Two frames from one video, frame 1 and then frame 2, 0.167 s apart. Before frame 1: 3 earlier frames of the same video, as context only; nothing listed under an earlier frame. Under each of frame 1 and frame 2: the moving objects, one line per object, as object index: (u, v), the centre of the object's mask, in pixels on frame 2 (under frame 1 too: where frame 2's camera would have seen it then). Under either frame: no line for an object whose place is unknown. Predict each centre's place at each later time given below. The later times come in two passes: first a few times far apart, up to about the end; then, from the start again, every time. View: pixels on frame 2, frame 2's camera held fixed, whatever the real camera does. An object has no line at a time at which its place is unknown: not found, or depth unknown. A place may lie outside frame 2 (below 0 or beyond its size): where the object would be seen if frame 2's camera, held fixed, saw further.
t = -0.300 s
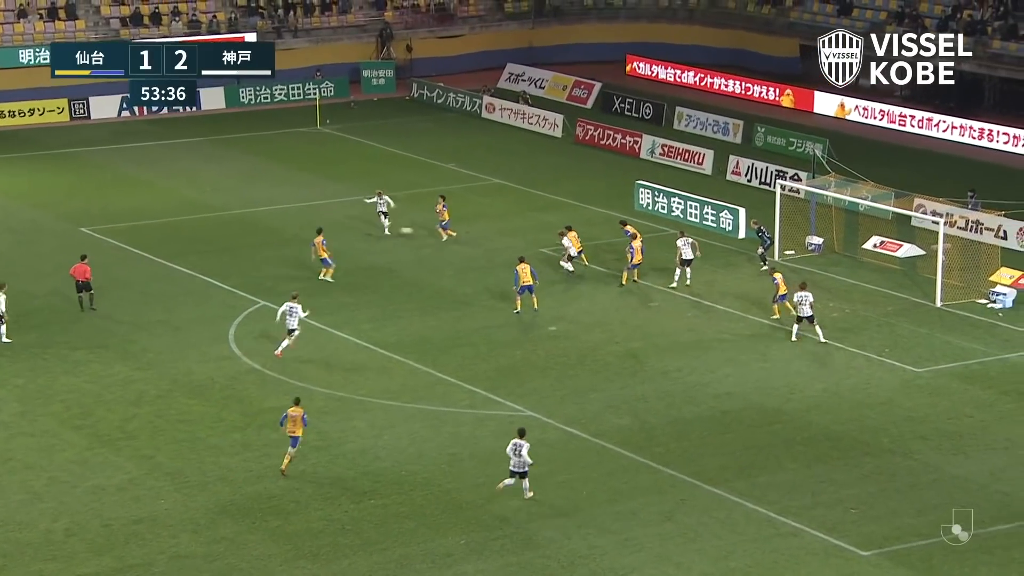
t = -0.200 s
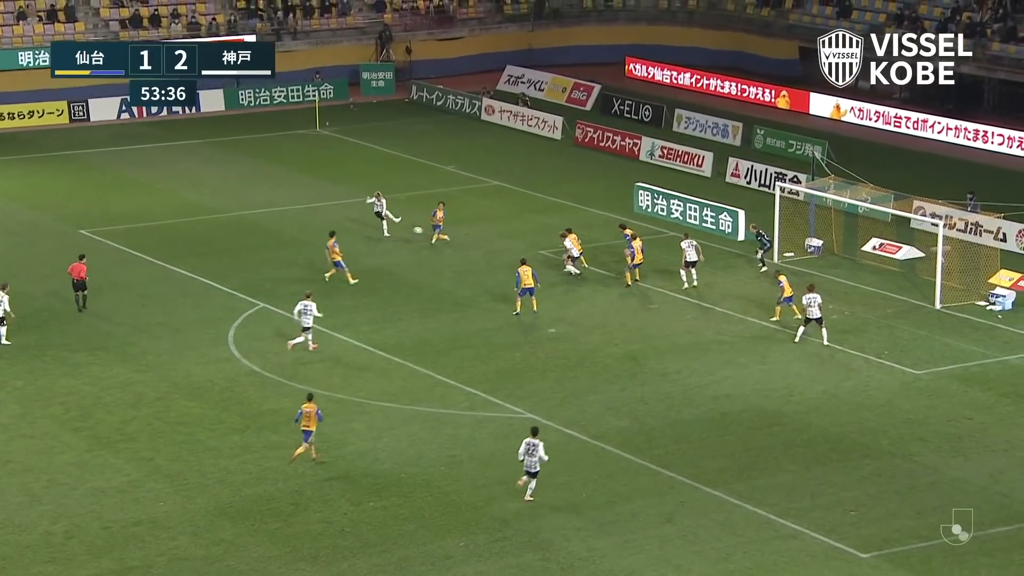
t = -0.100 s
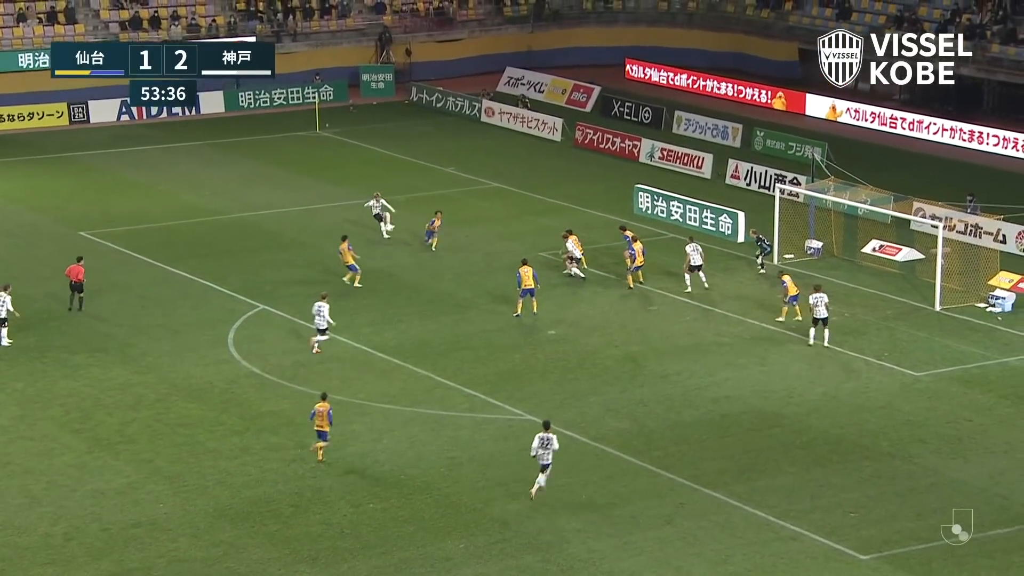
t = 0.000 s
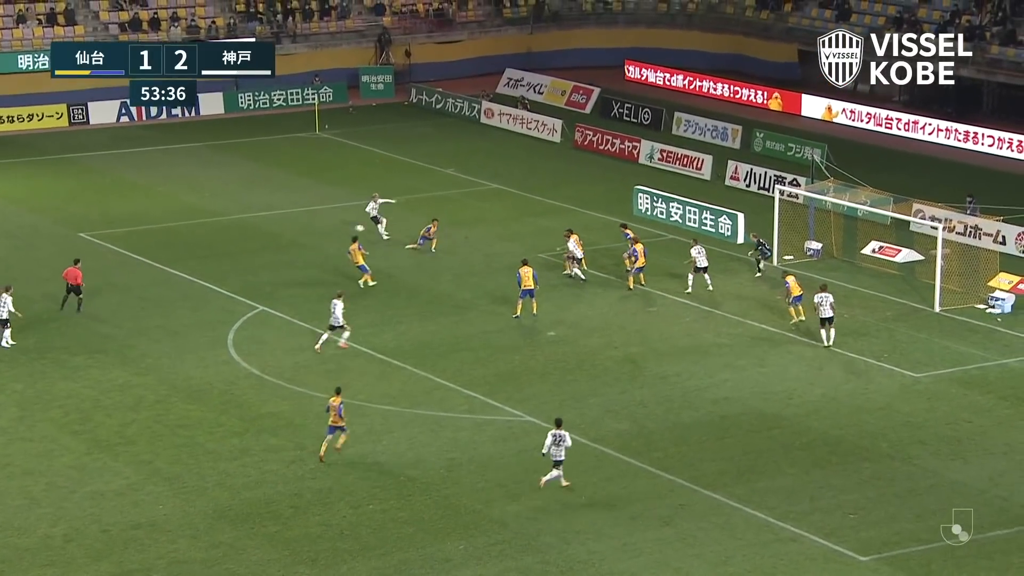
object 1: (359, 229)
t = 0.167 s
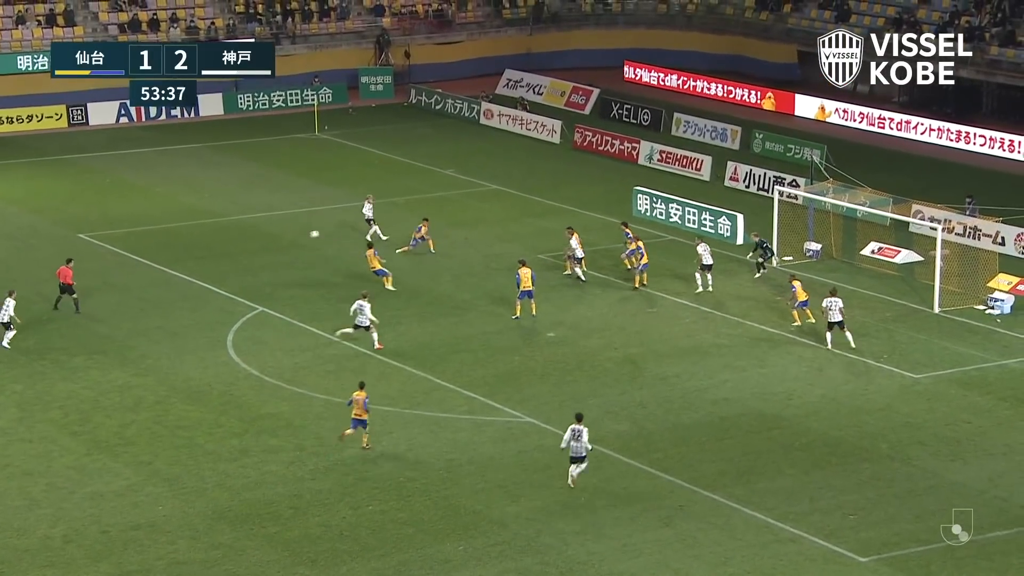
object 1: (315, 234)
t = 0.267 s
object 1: (290, 241)
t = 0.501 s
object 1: (235, 270)
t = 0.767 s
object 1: (180, 327)
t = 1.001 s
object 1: (144, 330)
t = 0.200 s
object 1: (306, 236)
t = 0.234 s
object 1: (298, 238)
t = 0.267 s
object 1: (290, 241)
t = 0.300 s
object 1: (282, 244)
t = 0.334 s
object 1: (276, 247)
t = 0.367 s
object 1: (266, 251)
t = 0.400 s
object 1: (258, 255)
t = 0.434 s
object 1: (250, 260)
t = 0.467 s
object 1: (243, 265)
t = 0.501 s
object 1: (235, 270)
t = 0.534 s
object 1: (228, 276)
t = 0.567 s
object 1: (221, 282)
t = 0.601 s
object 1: (214, 288)
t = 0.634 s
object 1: (206, 295)
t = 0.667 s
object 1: (200, 302)
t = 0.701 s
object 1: (193, 310)
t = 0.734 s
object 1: (186, 318)
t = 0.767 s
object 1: (180, 327)
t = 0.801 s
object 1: (174, 334)
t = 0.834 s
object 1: (168, 332)
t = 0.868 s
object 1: (163, 331)
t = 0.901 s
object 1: (158, 330)
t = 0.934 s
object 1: (153, 330)
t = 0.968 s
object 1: (149, 330)
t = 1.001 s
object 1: (144, 330)
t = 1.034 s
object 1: (139, 331)
